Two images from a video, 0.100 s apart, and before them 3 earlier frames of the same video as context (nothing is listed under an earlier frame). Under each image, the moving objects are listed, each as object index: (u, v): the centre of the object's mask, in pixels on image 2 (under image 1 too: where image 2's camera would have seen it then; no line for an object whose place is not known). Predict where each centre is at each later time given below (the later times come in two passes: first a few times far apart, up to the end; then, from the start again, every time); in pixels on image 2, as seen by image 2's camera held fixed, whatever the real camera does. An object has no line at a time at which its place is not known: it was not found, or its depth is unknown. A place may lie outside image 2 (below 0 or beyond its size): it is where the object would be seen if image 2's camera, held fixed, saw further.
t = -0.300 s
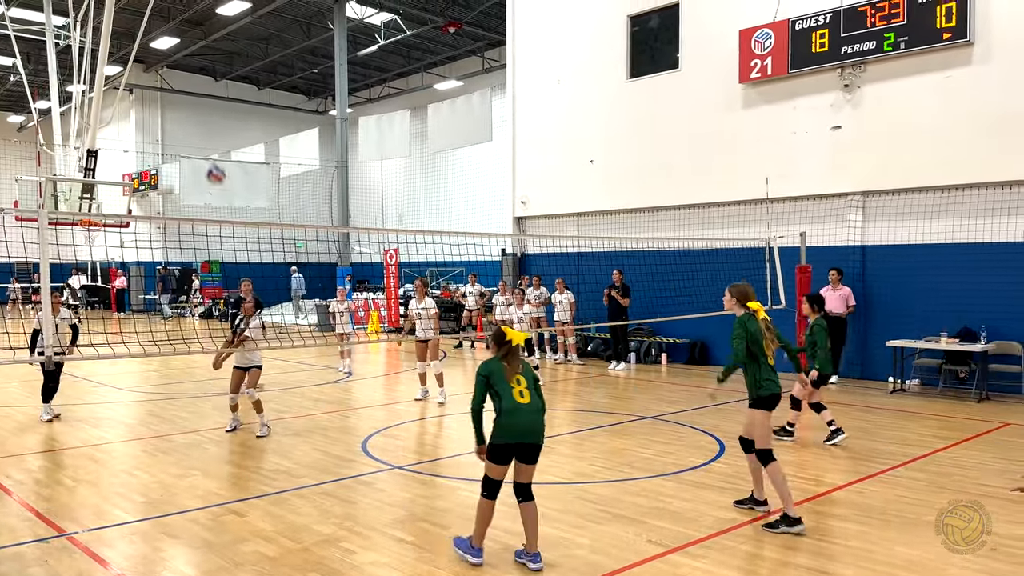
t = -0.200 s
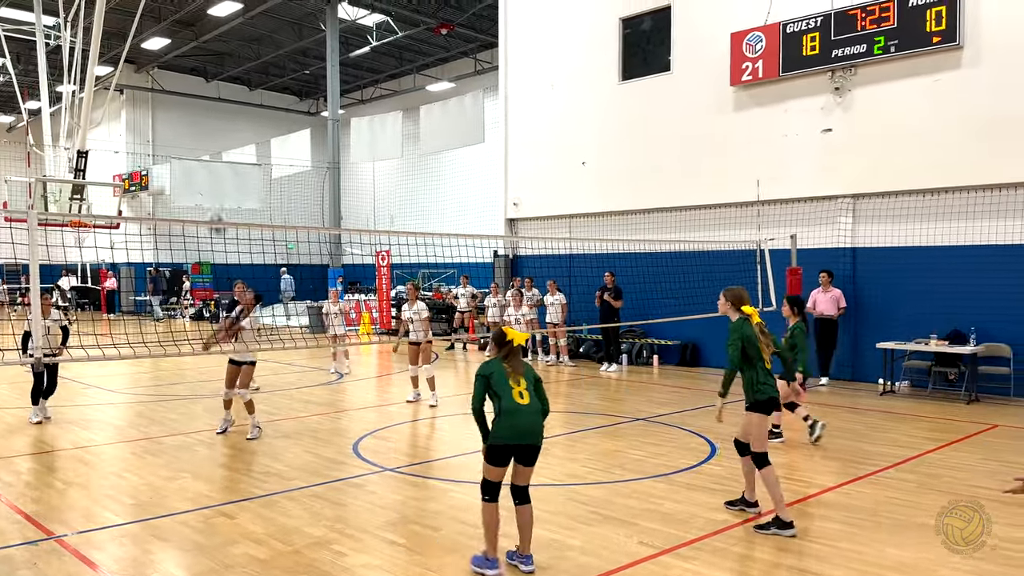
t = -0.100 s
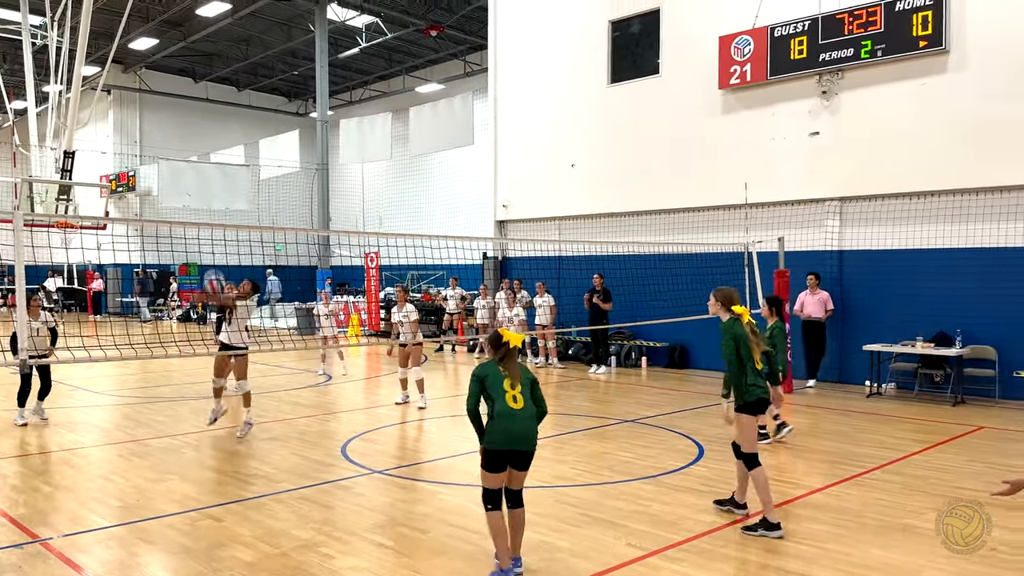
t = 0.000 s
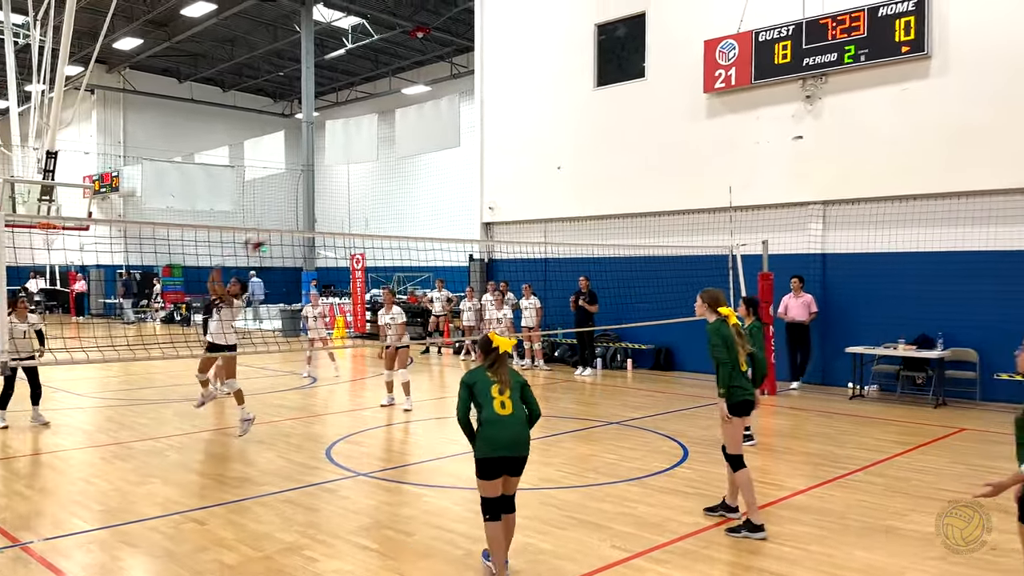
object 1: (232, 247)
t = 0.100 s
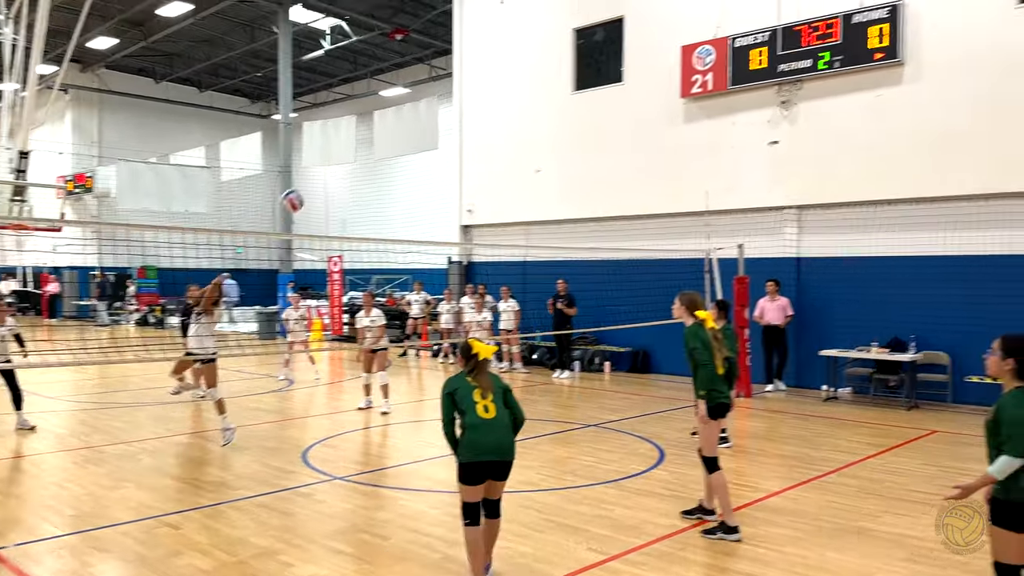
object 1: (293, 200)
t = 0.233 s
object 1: (376, 159)
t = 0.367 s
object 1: (463, 136)
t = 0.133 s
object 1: (314, 190)
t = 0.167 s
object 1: (334, 178)
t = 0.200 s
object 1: (354, 170)
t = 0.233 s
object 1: (376, 159)
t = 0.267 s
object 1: (396, 152)
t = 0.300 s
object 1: (418, 145)
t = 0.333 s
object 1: (441, 141)
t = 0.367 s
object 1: (463, 136)
